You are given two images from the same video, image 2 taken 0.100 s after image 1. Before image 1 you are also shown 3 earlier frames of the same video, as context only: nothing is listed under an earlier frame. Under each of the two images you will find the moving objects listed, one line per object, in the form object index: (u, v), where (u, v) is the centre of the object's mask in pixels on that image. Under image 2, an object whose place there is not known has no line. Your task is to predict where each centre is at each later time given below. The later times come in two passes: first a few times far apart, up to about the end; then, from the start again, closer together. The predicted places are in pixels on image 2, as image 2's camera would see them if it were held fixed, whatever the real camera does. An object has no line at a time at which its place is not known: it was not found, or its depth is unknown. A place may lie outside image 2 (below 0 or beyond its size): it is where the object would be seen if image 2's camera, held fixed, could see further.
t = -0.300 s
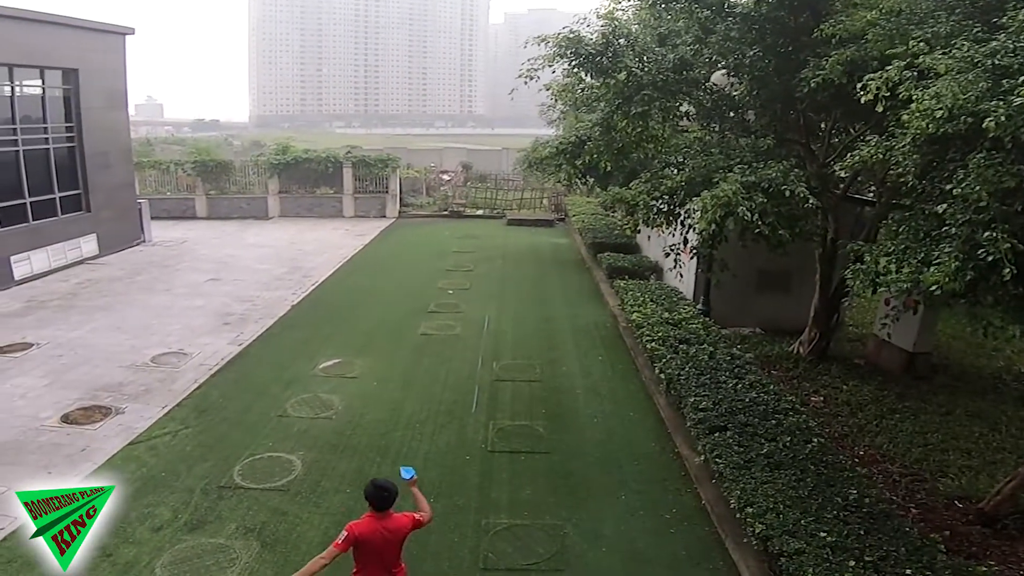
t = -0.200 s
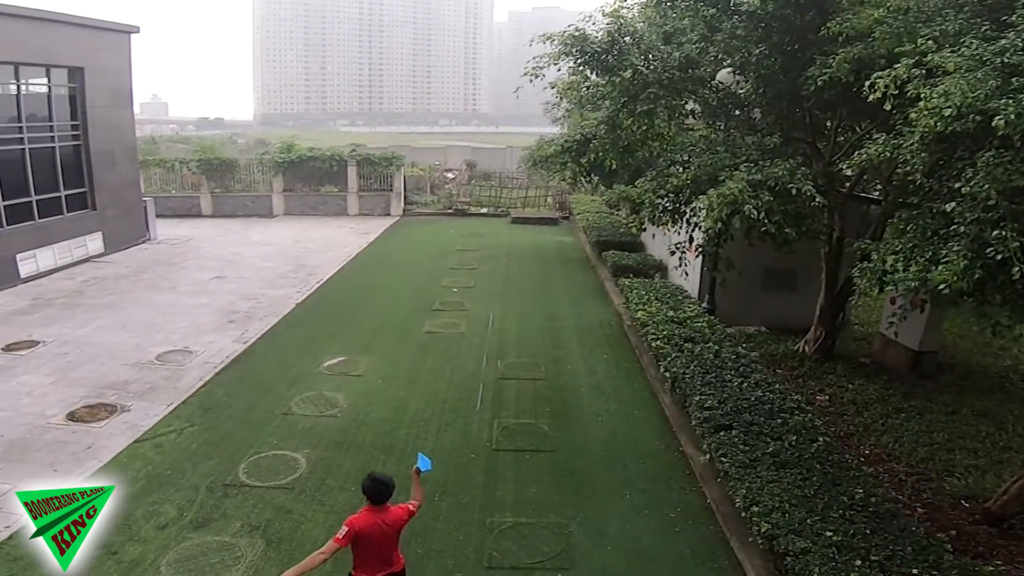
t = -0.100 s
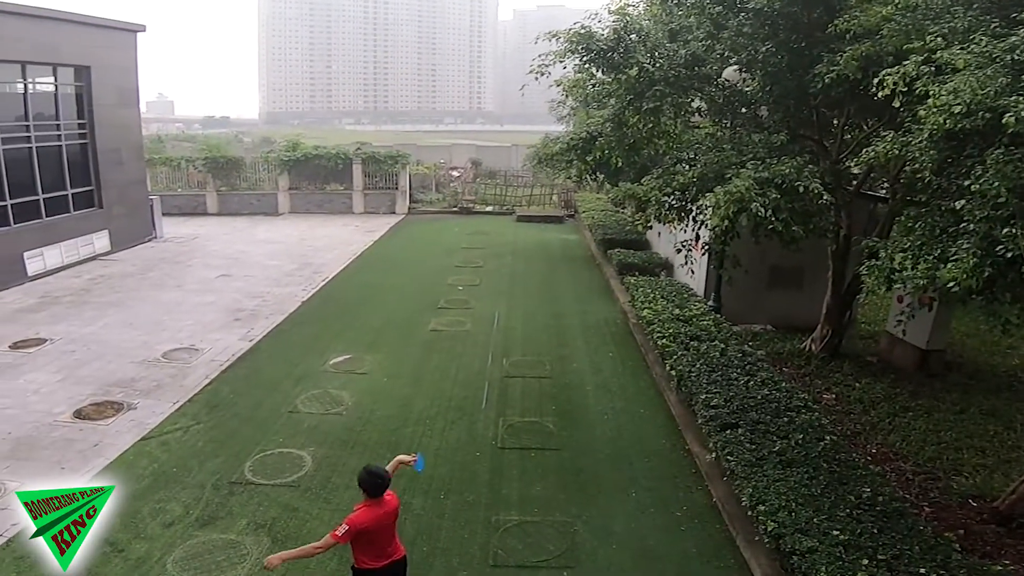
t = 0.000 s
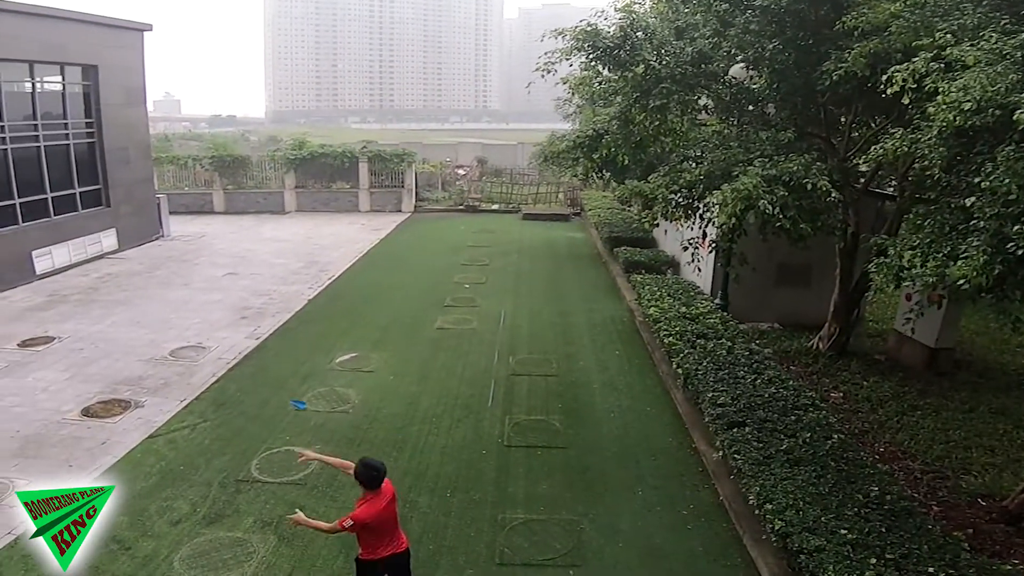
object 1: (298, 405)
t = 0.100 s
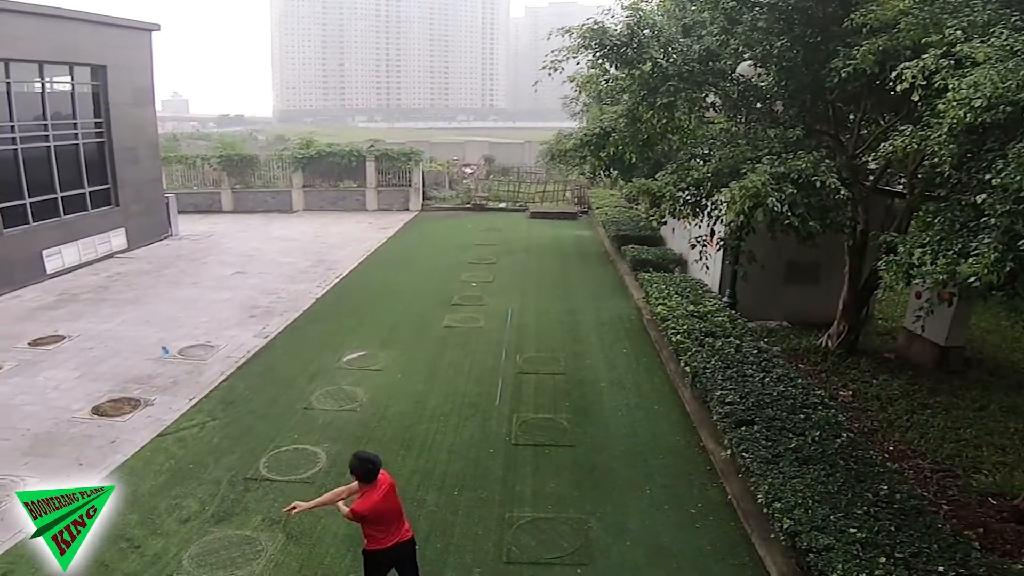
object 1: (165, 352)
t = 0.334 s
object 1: (150, 235)
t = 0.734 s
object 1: (310, 169)
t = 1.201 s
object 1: (404, 203)
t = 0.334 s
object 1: (150, 235)
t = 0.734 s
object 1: (310, 169)
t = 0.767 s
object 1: (320, 169)
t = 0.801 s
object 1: (329, 169)
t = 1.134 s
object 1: (394, 192)
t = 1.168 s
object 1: (400, 197)
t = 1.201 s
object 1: (404, 203)
